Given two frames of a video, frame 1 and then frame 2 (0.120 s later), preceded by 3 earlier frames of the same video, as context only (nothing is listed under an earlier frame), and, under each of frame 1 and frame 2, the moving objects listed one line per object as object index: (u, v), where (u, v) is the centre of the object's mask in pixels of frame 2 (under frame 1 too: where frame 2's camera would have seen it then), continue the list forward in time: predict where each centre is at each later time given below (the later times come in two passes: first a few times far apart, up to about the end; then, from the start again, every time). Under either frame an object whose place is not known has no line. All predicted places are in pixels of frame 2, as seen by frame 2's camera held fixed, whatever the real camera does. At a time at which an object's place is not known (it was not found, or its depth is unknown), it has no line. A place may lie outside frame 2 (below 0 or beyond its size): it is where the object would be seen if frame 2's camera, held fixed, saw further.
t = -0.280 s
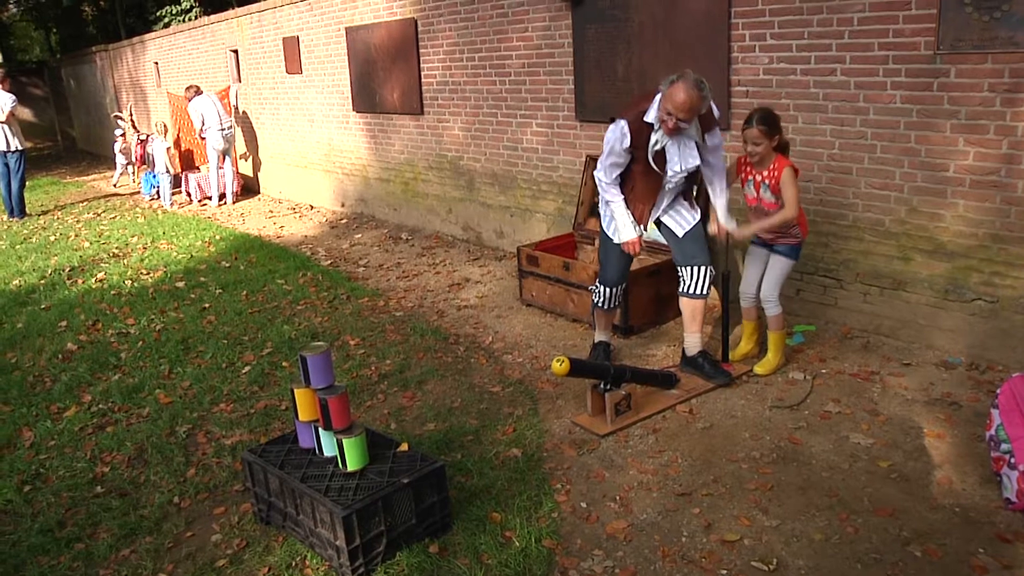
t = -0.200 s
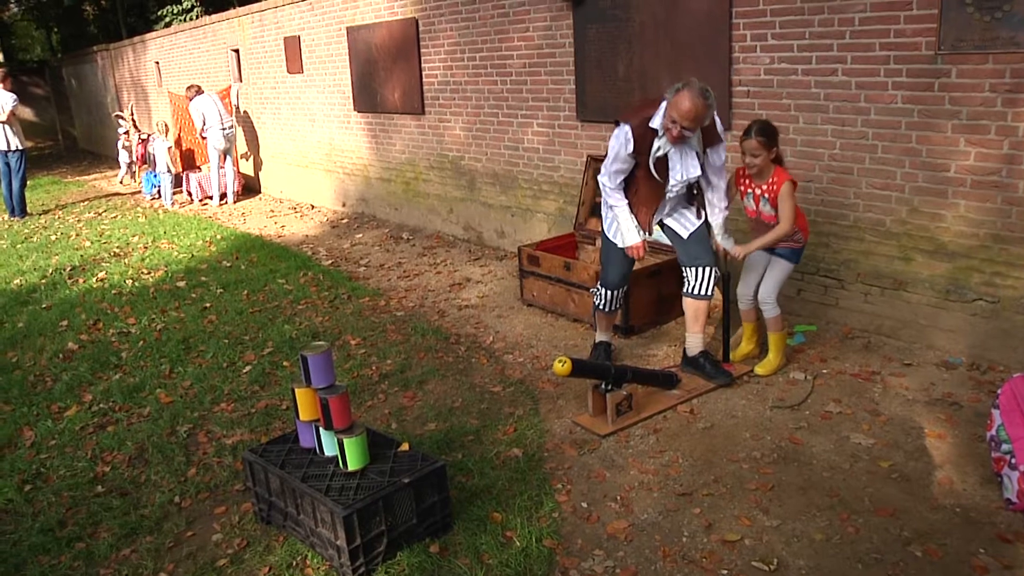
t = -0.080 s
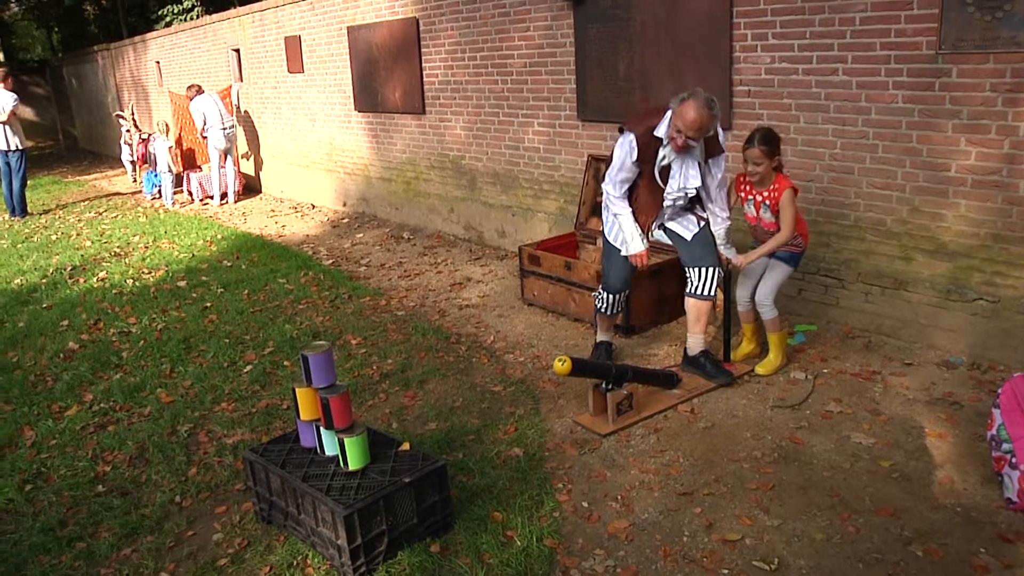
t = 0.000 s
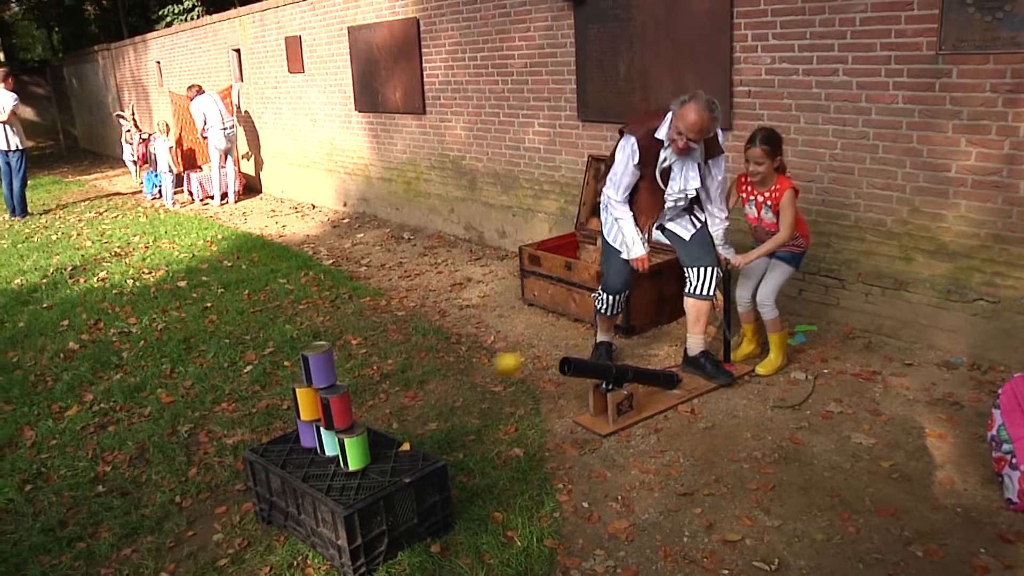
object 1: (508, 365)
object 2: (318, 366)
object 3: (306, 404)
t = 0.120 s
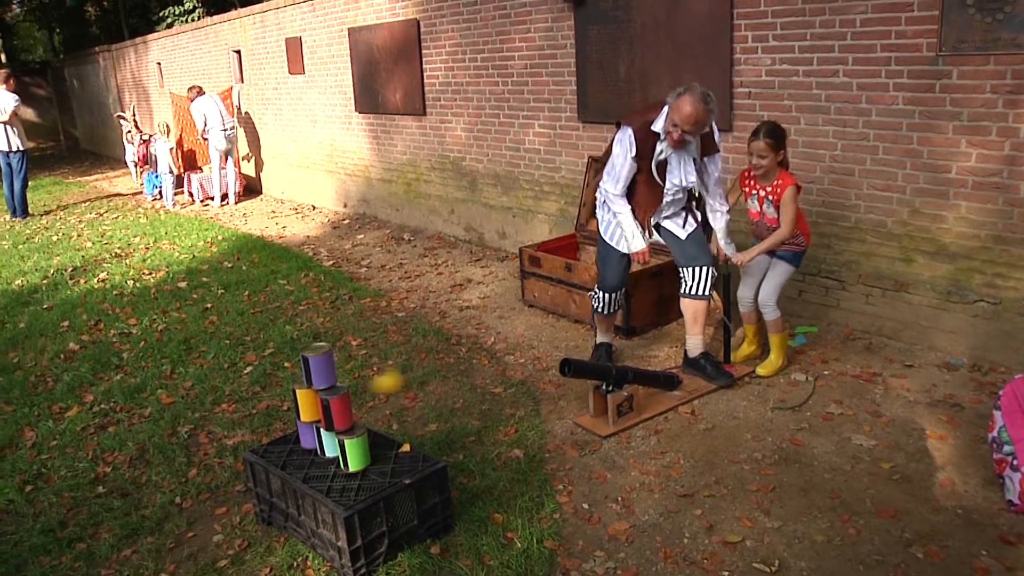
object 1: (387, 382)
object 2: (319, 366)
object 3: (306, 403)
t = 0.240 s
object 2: (317, 368)
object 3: (277, 402)
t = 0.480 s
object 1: (374, 405)
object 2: (312, 398)
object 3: (190, 501)
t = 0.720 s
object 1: (386, 416)
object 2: (306, 405)
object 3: (105, 529)
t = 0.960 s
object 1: (387, 425)
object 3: (50, 525)
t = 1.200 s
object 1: (375, 437)
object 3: (29, 541)
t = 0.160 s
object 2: (319, 366)
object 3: (306, 404)
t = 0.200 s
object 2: (318, 365)
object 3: (295, 400)
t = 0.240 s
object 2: (317, 368)
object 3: (277, 402)
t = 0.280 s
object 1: (354, 405)
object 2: (316, 374)
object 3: (260, 409)
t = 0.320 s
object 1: (361, 413)
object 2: (316, 386)
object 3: (243, 420)
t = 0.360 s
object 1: (371, 424)
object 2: (316, 399)
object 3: (227, 435)
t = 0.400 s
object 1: (371, 417)
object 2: (314, 397)
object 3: (214, 452)
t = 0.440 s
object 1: (372, 410)
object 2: (313, 396)
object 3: (201, 476)
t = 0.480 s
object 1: (374, 405)
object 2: (312, 398)
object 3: (190, 501)
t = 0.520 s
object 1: (377, 405)
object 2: (312, 398)
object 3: (176, 514)
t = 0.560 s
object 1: (380, 409)
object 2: (312, 403)
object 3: (164, 511)
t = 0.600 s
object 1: (384, 417)
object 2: (311, 404)
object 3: (149, 509)
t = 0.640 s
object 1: (387, 427)
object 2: (309, 405)
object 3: (134, 511)
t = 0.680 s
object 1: (387, 420)
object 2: (308, 405)
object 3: (117, 521)
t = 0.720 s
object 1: (386, 416)
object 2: (306, 405)
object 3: (105, 529)
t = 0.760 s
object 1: (387, 416)
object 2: (305, 406)
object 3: (94, 529)
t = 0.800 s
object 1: (387, 420)
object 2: (302, 407)
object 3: (78, 529)
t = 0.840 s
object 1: (388, 428)
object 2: (299, 408)
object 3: (68, 534)
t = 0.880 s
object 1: (388, 425)
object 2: (297, 409)
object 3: (60, 529)
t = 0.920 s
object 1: (387, 423)
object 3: (55, 526)
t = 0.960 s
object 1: (387, 425)
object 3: (50, 525)
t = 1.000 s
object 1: (387, 431)
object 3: (46, 528)
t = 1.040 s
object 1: (382, 437)
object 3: (45, 533)
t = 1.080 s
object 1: (377, 438)
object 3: (41, 533)
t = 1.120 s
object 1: (376, 436)
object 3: (37, 535)
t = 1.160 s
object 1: (375, 437)
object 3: (34, 538)
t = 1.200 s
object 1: (375, 437)
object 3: (29, 541)
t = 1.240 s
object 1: (375, 438)
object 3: (25, 546)
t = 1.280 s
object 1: (375, 438)
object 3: (20, 546)
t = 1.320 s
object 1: (377, 440)
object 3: (18, 546)
